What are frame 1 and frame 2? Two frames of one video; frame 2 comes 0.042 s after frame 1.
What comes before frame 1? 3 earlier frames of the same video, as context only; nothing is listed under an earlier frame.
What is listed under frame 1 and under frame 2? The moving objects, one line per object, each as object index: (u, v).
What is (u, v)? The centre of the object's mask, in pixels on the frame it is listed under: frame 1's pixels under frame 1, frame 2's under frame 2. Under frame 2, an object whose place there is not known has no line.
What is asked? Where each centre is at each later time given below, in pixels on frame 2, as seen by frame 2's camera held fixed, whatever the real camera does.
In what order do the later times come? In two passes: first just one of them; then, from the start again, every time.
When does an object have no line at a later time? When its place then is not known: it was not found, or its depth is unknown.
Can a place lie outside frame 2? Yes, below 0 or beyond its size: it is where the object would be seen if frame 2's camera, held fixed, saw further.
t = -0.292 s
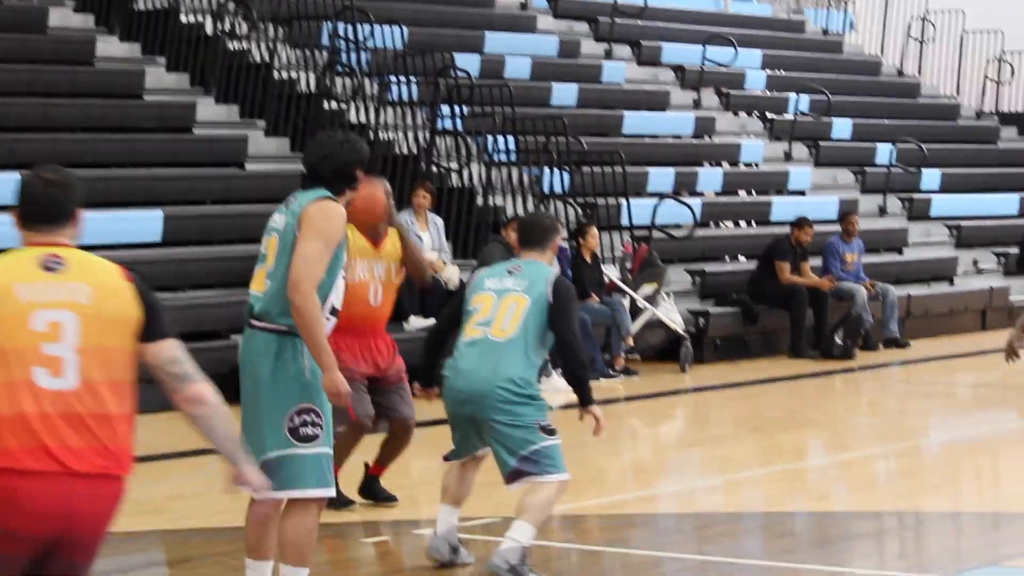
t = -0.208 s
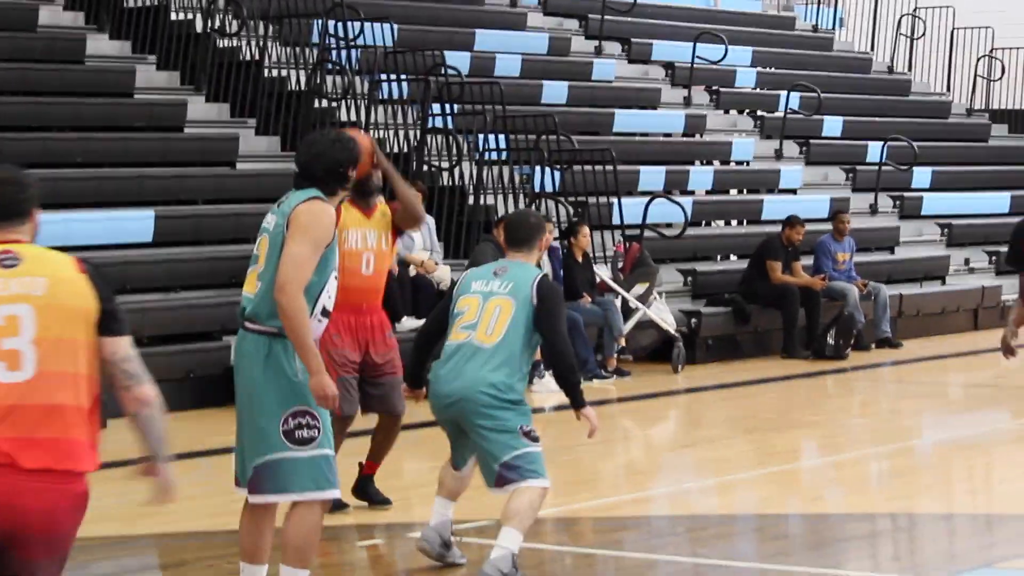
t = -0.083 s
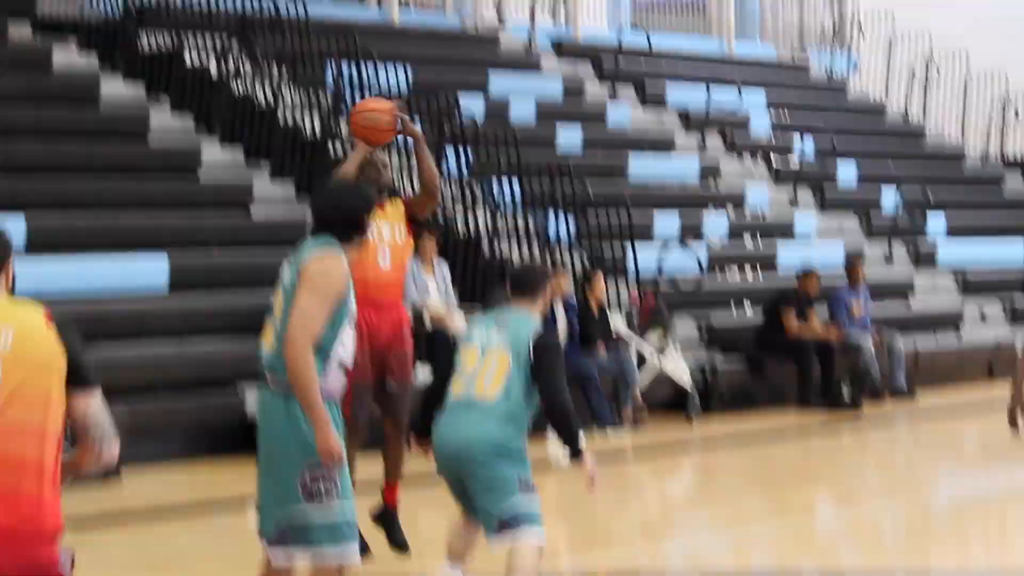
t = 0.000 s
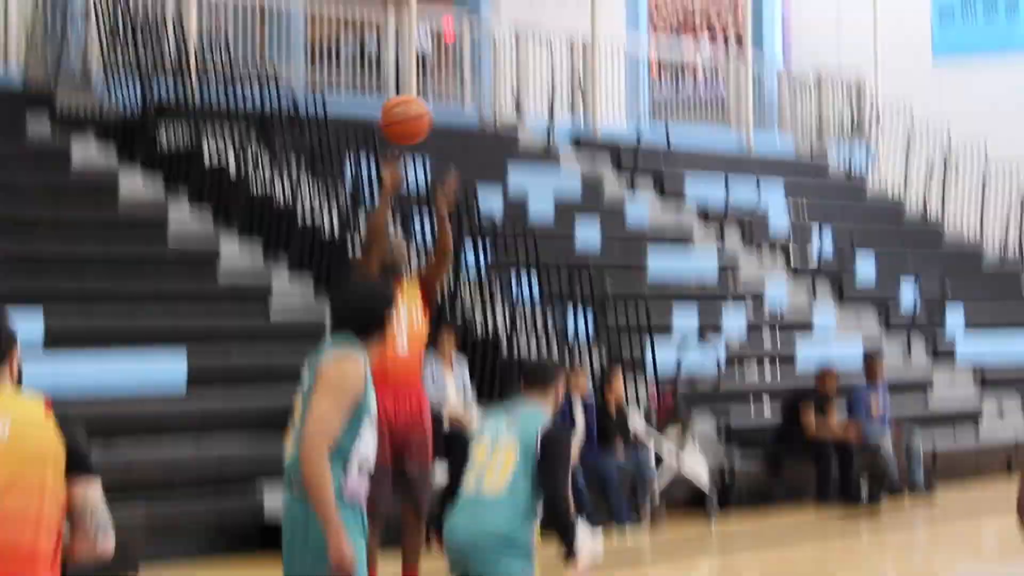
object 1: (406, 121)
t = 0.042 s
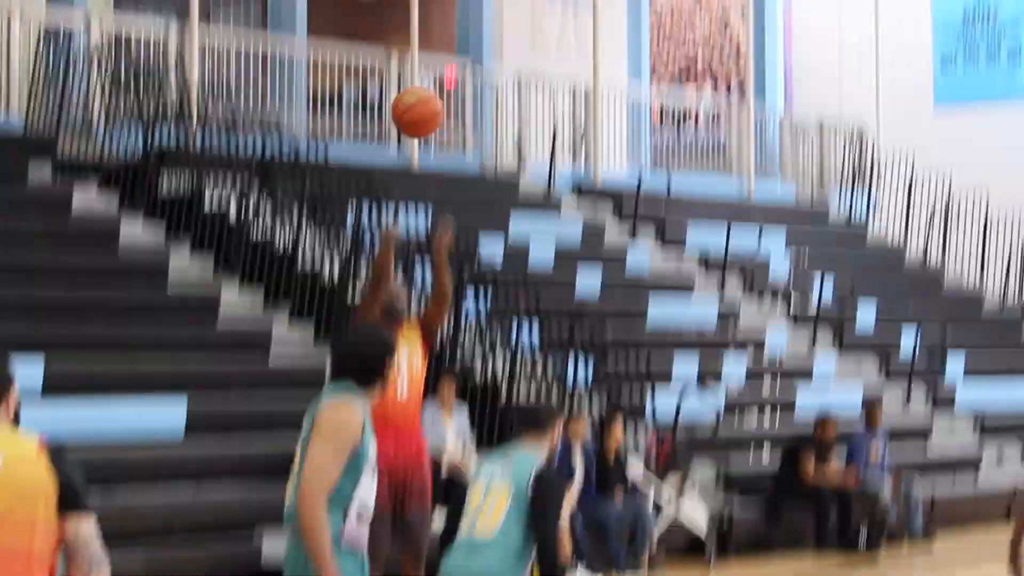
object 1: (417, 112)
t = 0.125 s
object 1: (437, 8)
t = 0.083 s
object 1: (426, 58)
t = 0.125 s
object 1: (437, 8)
